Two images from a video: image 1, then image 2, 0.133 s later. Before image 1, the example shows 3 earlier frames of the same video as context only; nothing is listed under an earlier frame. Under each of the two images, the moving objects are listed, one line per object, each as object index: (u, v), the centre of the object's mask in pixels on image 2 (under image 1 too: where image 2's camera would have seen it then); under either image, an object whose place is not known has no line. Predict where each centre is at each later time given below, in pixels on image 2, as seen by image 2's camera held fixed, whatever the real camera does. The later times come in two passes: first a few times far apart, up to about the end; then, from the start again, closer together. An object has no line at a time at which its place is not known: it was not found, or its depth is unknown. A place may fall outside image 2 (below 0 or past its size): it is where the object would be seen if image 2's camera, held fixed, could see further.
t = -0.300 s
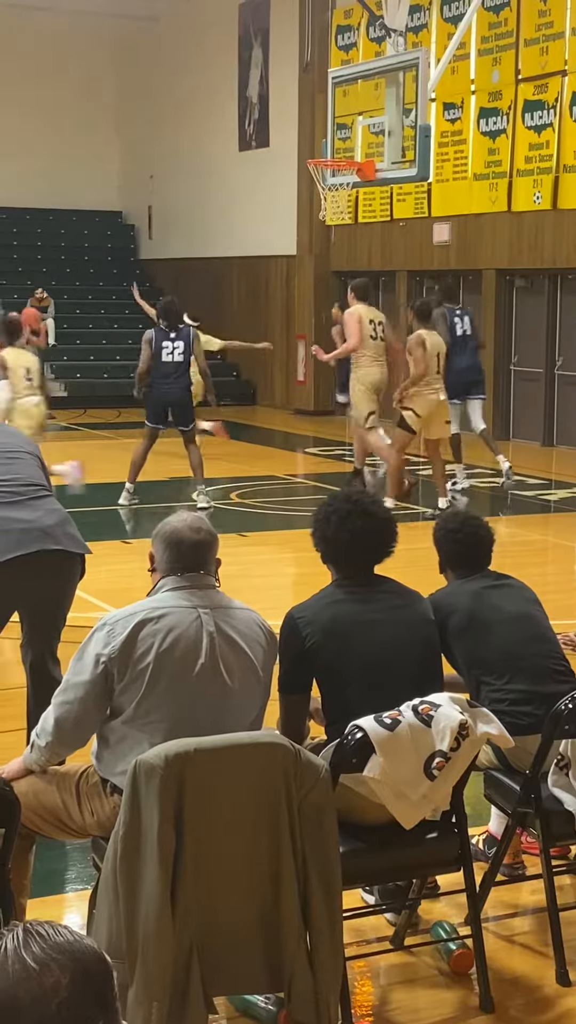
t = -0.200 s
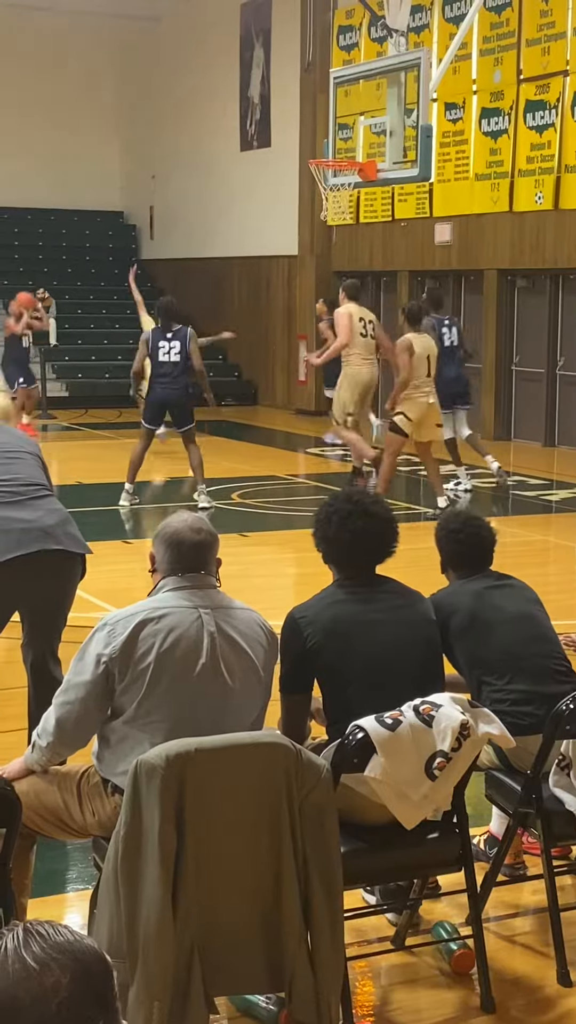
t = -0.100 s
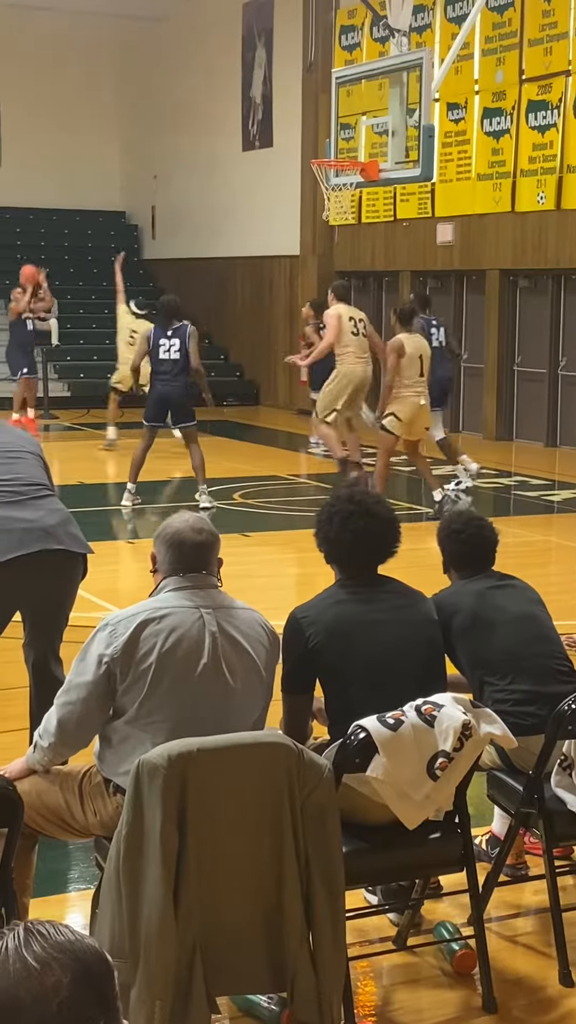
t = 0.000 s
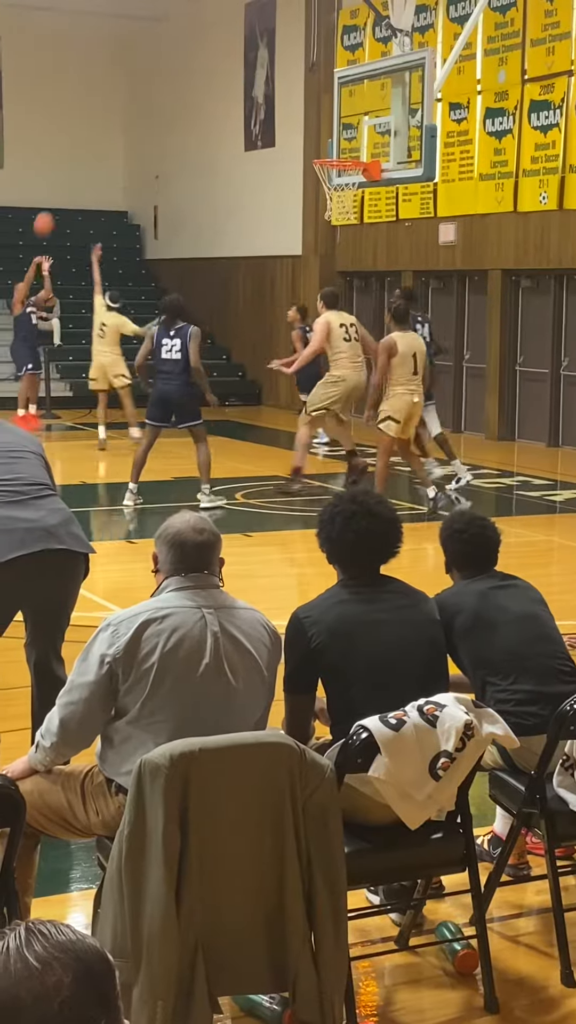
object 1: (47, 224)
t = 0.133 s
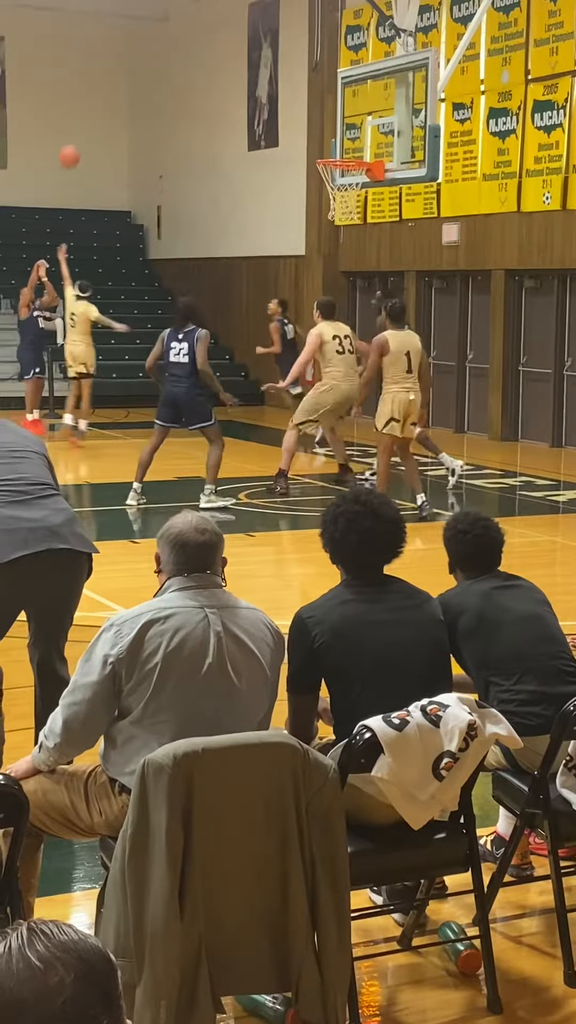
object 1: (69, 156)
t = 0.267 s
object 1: (94, 98)
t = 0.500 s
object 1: (141, 28)
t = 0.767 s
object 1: (200, 6)
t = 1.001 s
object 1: (257, 43)
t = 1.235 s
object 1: (318, 142)
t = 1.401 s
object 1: (367, 139)
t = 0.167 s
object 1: (76, 140)
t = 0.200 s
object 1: (81, 126)
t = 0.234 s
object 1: (88, 112)
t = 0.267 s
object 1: (94, 98)
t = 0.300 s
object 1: (100, 86)
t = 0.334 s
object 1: (107, 74)
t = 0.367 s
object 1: (114, 63)
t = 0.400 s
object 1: (120, 54)
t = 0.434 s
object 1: (128, 44)
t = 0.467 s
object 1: (134, 35)
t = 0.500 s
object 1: (141, 28)
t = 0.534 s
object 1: (148, 21)
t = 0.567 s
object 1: (155, 16)
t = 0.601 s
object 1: (163, 11)
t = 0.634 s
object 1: (170, 8)
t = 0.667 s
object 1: (177, 6)
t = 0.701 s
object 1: (184, 6)
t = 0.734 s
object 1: (192, 6)
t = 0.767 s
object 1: (200, 6)
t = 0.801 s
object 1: (208, 8)
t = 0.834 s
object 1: (216, 9)
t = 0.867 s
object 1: (224, 12)
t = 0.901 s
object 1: (231, 17)
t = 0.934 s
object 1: (241, 26)
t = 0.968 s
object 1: (250, 34)
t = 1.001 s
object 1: (257, 43)
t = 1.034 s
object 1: (266, 53)
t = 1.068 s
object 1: (274, 64)
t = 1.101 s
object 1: (283, 79)
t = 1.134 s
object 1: (292, 93)
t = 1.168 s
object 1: (301, 108)
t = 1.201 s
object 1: (309, 124)
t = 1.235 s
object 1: (318, 142)
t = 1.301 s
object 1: (338, 148)
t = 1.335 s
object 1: (348, 147)
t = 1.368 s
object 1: (358, 144)
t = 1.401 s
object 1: (367, 139)
